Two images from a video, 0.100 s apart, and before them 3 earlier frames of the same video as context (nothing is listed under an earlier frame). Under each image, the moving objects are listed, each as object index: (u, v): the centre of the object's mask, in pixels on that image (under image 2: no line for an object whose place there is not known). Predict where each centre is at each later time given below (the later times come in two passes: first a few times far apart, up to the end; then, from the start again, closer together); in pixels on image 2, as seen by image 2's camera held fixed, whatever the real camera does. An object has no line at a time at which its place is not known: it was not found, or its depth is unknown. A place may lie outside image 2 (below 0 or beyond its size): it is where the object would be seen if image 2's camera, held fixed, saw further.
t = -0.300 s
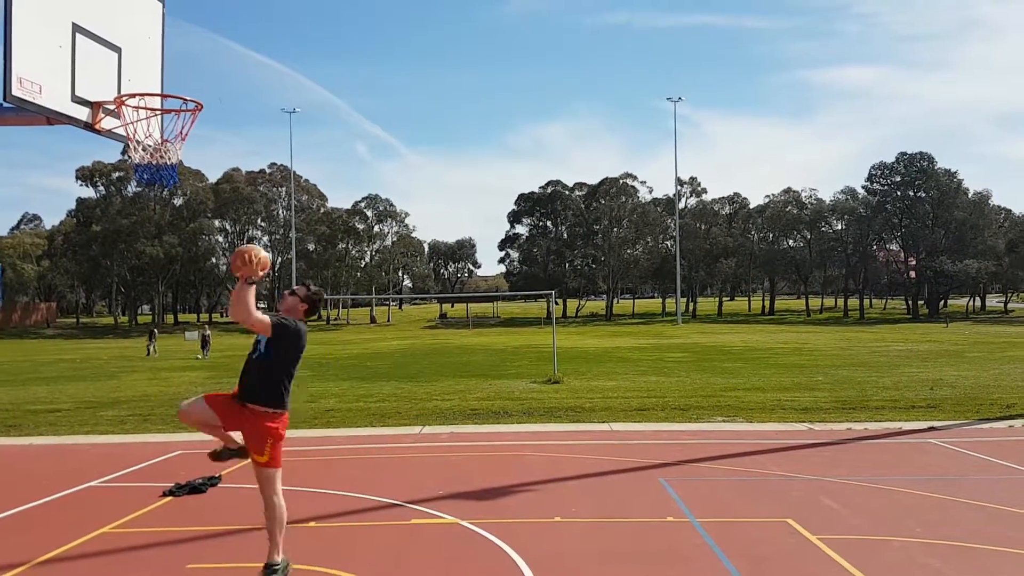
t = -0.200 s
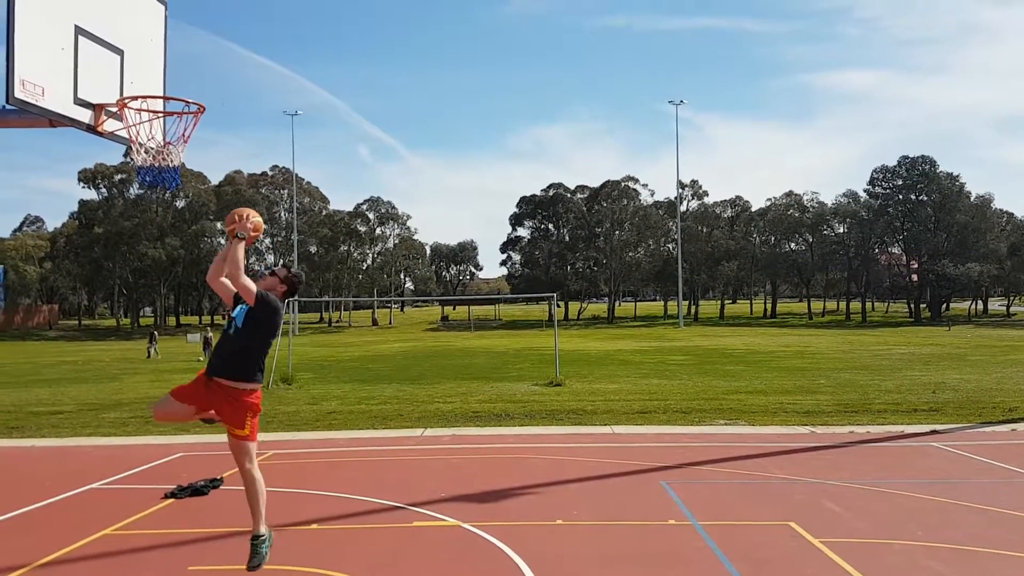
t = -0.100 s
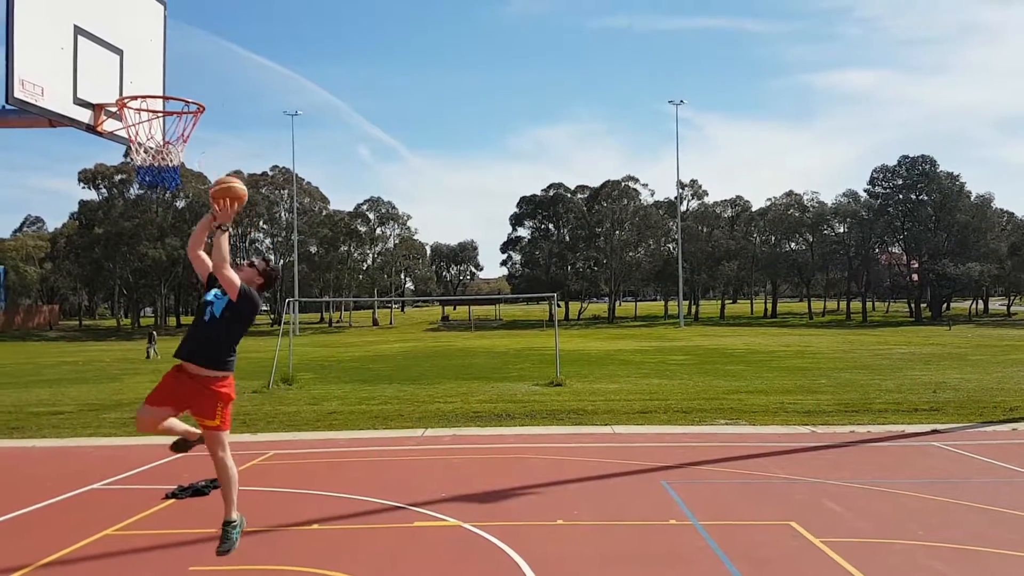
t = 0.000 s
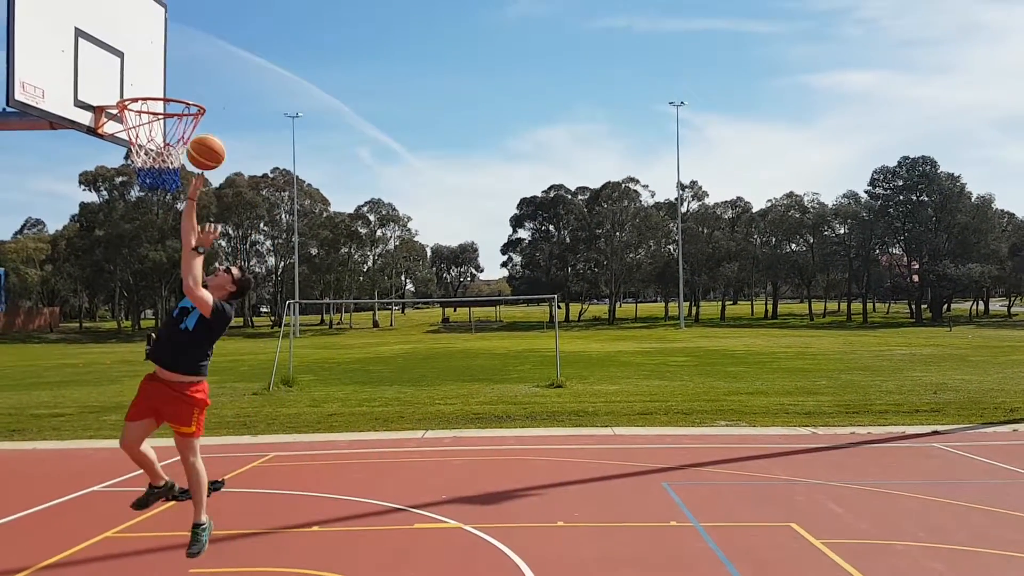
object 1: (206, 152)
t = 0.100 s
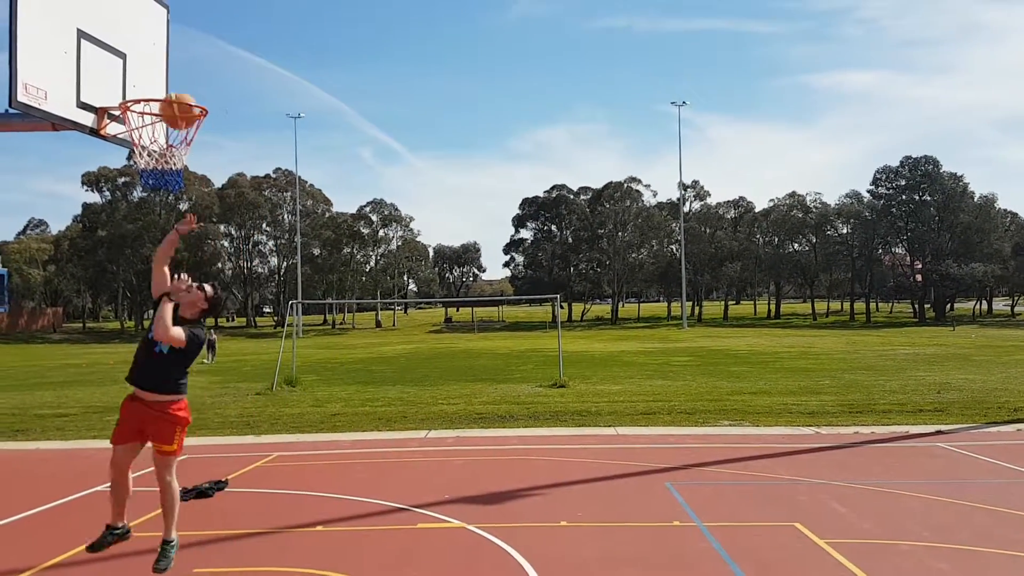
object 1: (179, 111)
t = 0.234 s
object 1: (151, 80)
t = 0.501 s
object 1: (183, 82)
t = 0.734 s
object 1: (196, 83)
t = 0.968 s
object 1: (193, 84)
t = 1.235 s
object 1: (172, 78)
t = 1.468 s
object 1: (150, 75)
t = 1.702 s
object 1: (124, 100)
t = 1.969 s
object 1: (97, 243)
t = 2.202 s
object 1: (69, 496)
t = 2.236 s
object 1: (63, 541)
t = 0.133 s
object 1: (169, 99)
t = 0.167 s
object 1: (160, 89)
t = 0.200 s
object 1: (150, 82)
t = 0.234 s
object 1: (151, 80)
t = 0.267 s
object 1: (156, 80)
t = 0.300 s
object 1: (161, 81)
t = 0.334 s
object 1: (165, 84)
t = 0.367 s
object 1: (171, 89)
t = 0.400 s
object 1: (175, 93)
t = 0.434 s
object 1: (178, 88)
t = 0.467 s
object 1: (180, 84)
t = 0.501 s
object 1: (183, 82)
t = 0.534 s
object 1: (186, 83)
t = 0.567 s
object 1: (189, 84)
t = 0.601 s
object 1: (192, 86)
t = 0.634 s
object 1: (194, 92)
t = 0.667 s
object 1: (196, 88)
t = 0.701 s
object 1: (196, 85)
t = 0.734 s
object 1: (196, 83)
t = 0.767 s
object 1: (197, 83)
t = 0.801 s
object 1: (197, 83)
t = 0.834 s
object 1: (196, 85)
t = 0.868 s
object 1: (198, 89)
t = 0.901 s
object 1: (197, 86)
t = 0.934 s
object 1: (195, 84)
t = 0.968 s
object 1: (193, 84)
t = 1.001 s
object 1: (192, 85)
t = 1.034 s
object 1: (190, 84)
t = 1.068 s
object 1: (186, 81)
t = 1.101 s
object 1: (183, 80)
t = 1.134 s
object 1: (180, 81)
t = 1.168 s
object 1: (178, 81)
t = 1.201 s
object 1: (175, 79)
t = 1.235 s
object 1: (172, 78)
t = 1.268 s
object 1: (169, 80)
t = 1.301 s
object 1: (166, 78)
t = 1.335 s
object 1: (162, 78)
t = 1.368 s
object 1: (159, 78)
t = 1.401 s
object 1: (156, 77)
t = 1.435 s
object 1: (153, 77)
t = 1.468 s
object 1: (150, 75)
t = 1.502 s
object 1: (146, 76)
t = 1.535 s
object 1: (143, 77)
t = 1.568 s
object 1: (139, 78)
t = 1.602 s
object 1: (136, 80)
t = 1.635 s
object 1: (132, 84)
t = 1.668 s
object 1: (128, 91)
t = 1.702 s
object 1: (124, 100)
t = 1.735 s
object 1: (121, 110)
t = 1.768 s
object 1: (118, 122)
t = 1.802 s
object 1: (115, 135)
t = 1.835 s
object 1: (110, 153)
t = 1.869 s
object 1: (106, 172)
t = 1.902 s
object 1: (104, 193)
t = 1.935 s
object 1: (101, 216)
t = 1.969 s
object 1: (97, 243)
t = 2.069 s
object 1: (87, 335)
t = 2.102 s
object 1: (82, 371)
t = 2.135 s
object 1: (78, 410)
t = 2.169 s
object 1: (72, 451)
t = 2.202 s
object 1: (69, 496)
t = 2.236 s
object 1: (63, 541)
